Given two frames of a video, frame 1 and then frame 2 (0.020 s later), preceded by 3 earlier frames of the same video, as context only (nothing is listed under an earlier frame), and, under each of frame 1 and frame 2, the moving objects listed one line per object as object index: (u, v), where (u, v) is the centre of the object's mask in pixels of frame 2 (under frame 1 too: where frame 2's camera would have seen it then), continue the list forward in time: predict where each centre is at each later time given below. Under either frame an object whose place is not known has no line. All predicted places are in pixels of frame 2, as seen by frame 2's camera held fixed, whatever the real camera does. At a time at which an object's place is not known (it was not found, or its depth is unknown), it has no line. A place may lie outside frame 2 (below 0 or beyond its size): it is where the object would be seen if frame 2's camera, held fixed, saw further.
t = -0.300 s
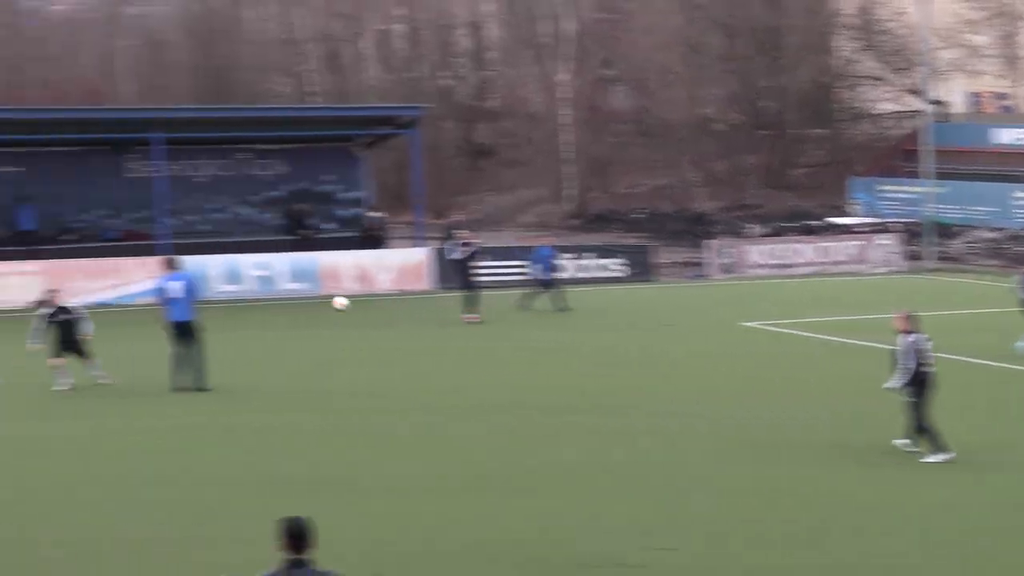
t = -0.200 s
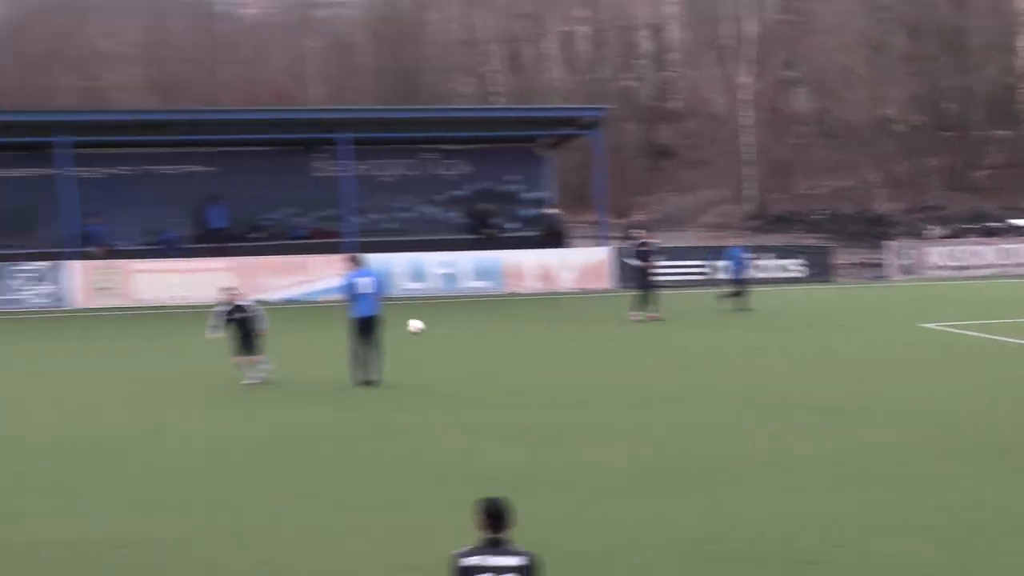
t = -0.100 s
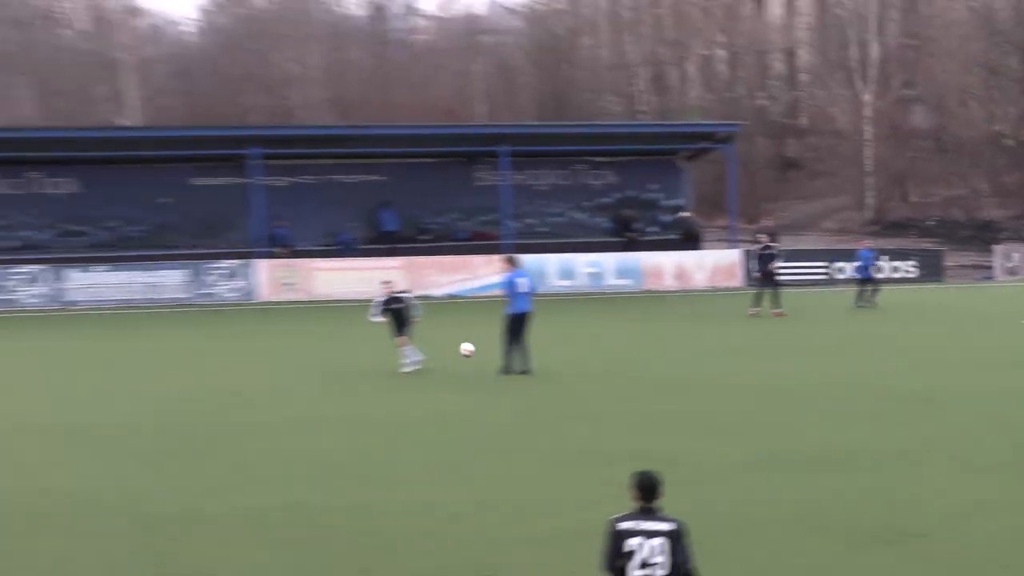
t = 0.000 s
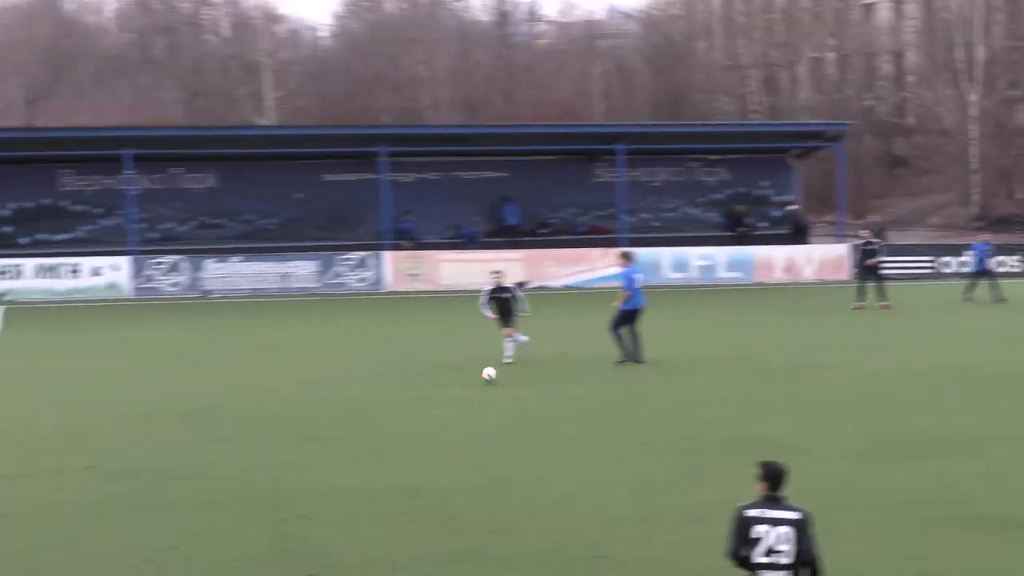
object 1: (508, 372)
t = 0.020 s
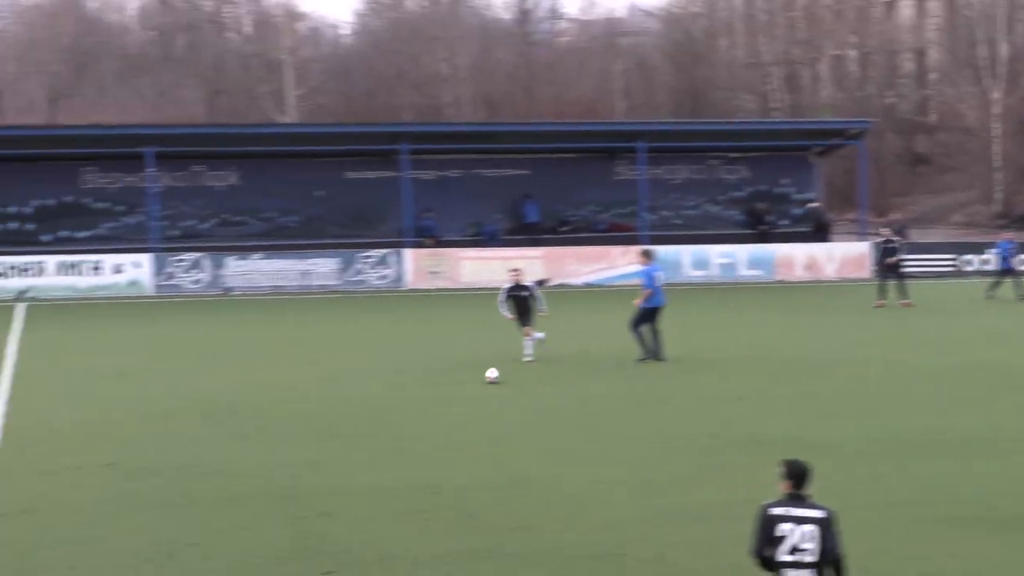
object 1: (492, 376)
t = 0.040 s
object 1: (476, 371)
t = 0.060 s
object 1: (461, 367)
